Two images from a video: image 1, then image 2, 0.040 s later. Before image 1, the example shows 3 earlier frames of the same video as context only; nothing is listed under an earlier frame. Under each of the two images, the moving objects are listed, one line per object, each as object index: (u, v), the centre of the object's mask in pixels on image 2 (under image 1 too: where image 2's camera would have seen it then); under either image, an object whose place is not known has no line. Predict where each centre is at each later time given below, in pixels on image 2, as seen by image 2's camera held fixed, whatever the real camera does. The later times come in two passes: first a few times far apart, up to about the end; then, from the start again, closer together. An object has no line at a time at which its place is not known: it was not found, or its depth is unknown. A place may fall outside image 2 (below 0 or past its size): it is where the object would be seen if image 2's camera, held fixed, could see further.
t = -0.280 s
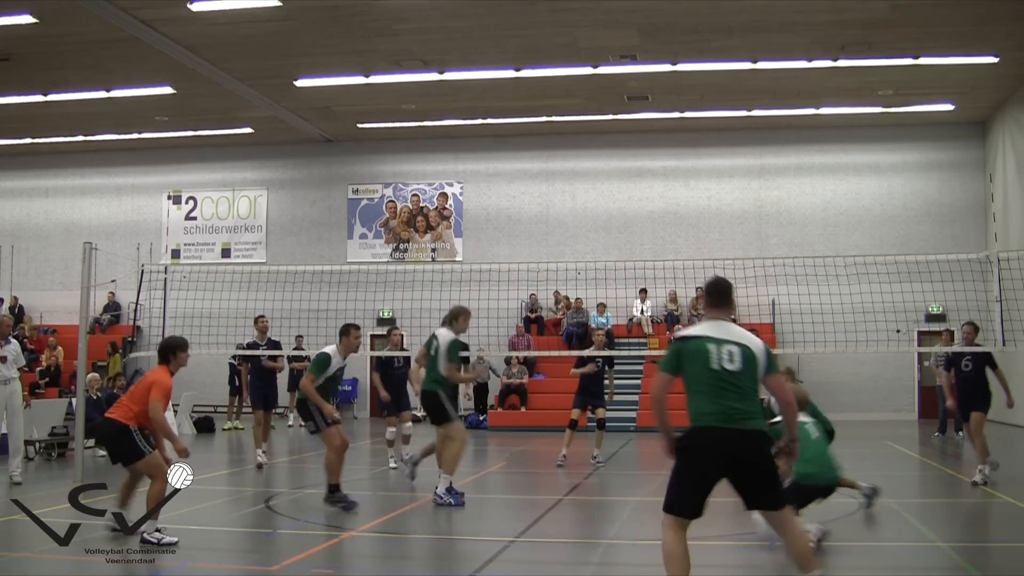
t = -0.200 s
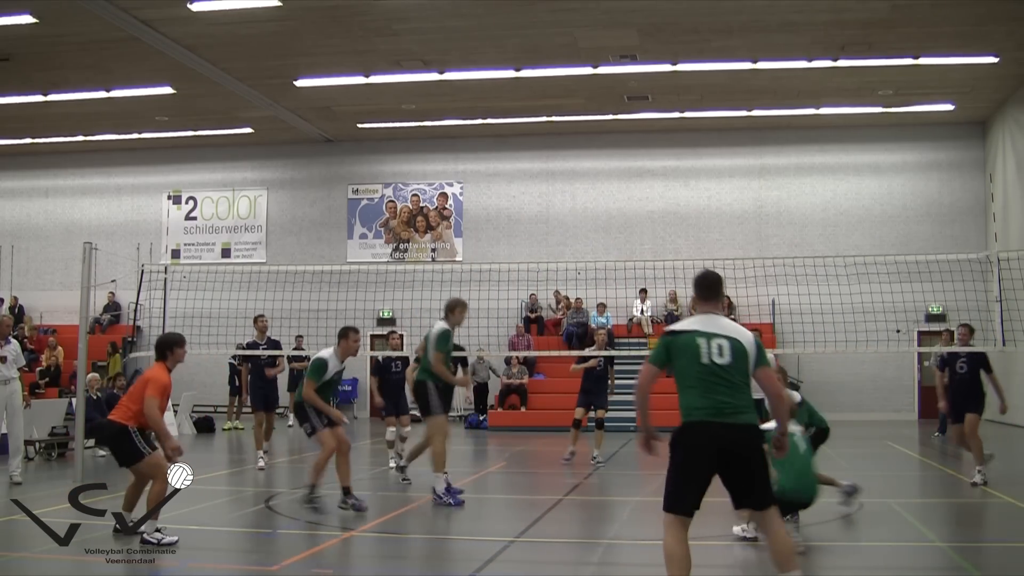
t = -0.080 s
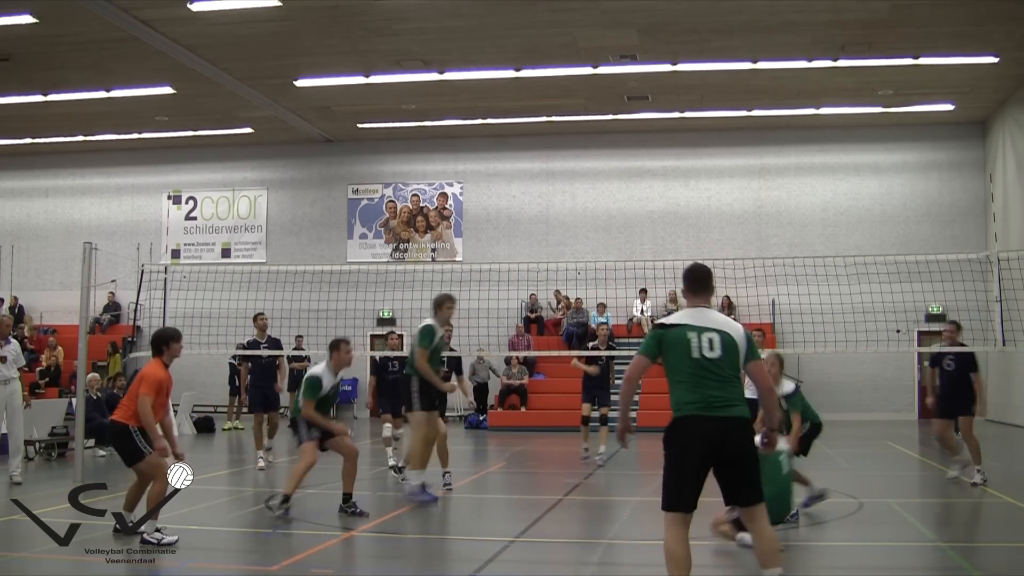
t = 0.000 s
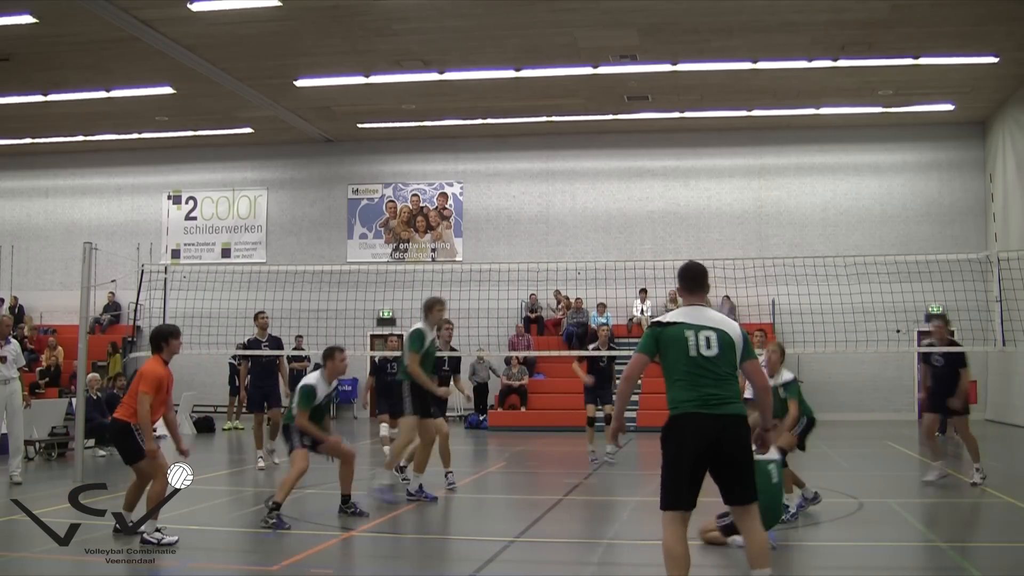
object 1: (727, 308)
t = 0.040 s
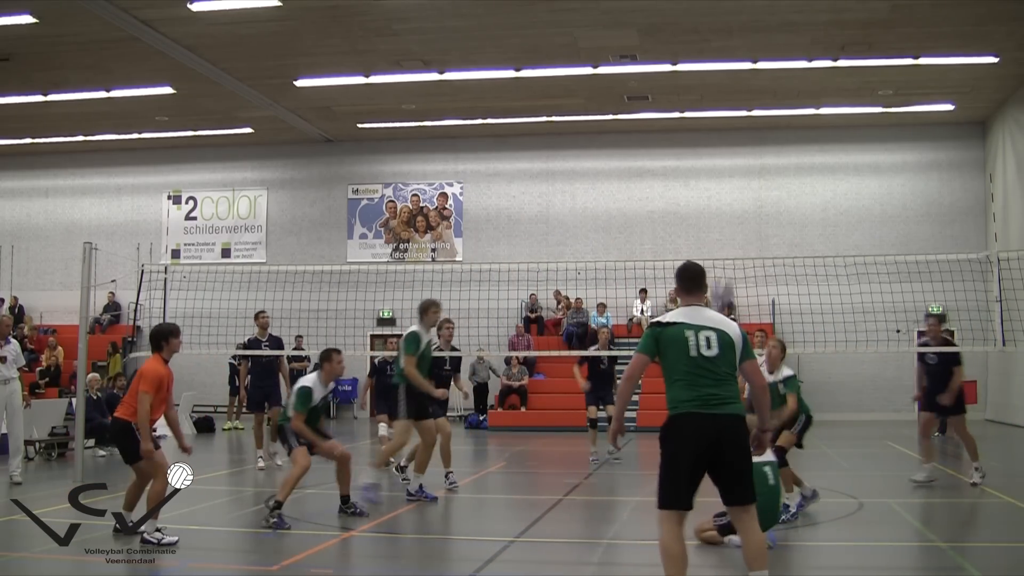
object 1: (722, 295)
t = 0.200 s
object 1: (716, 223)
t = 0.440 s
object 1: (710, 181)
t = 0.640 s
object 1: (705, 192)
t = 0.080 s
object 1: (721, 273)
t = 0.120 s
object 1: (719, 253)
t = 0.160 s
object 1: (718, 238)
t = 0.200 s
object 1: (716, 223)
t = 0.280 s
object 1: (714, 203)
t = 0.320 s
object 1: (713, 195)
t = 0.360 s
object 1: (712, 188)
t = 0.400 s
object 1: (711, 184)
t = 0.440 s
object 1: (710, 181)
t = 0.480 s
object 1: (708, 180)
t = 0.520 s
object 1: (708, 181)
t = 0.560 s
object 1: (707, 183)
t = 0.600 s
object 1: (706, 186)
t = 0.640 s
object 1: (705, 192)
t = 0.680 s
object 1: (705, 198)
